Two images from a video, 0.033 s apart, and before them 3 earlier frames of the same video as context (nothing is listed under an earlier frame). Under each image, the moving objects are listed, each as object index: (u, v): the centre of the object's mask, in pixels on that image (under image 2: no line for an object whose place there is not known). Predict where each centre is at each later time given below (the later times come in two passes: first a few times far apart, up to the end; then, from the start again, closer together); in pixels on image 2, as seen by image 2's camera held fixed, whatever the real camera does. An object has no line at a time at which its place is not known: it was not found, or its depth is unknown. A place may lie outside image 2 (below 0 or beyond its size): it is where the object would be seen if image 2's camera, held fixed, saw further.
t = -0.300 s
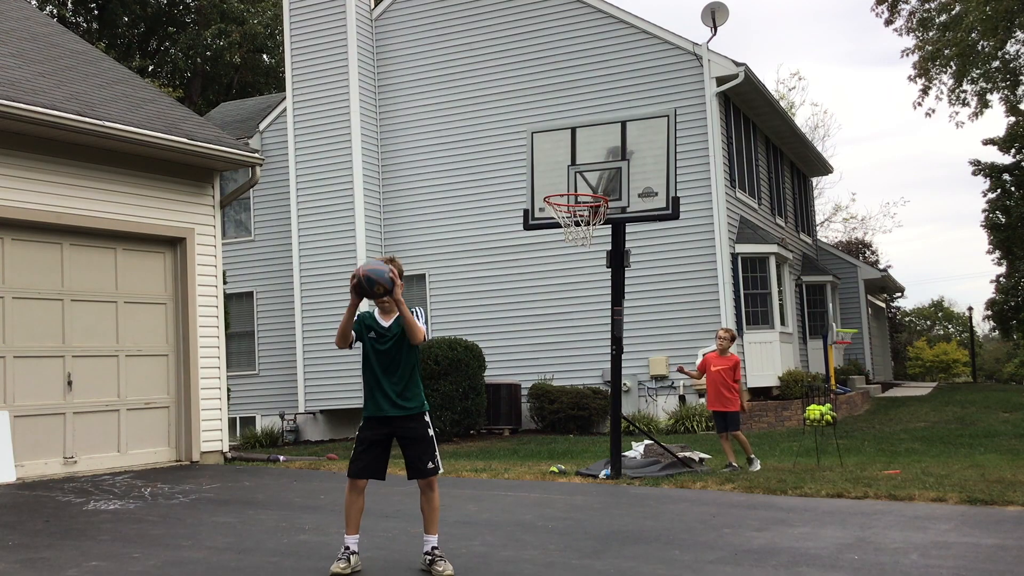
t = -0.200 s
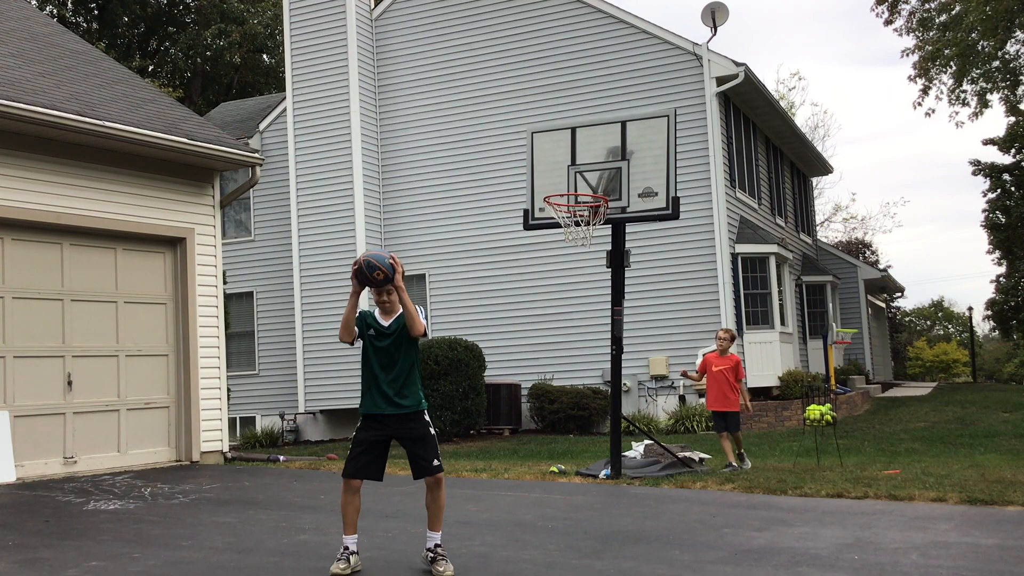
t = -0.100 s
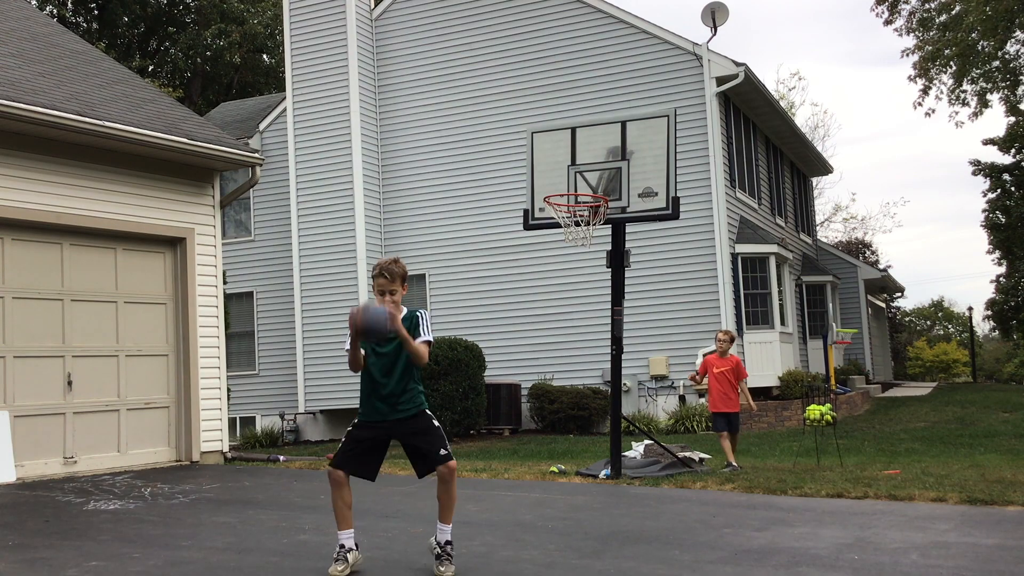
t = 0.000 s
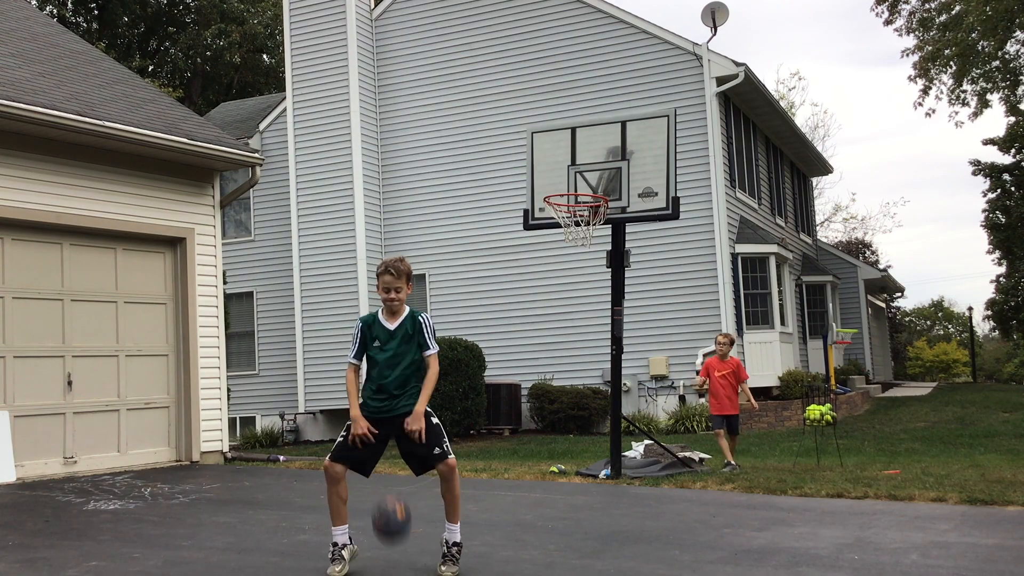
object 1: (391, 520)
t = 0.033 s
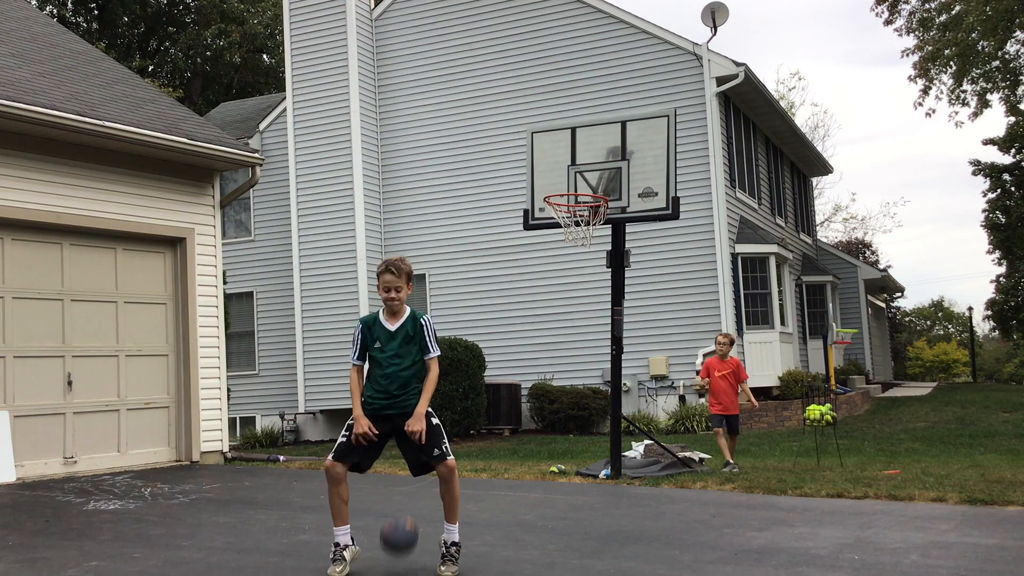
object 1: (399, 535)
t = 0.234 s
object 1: (432, 267)
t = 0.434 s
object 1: (461, 112)
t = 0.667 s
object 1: (495, 38)
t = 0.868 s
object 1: (523, 45)
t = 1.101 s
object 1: (554, 119)
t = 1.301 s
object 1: (581, 226)
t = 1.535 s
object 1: (587, 228)
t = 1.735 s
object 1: (584, 253)
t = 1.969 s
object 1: (583, 344)
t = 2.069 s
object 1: (584, 406)
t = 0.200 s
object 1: (427, 300)
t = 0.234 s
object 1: (432, 267)
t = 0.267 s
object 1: (436, 234)
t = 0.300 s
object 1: (441, 204)
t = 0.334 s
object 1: (446, 177)
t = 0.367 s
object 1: (451, 152)
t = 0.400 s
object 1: (456, 131)
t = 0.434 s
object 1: (461, 112)
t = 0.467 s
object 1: (466, 95)
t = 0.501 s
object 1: (471, 81)
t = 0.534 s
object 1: (476, 68)
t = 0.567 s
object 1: (480, 57)
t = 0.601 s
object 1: (485, 49)
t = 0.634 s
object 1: (490, 43)
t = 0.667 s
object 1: (495, 38)
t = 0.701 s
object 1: (499, 35)
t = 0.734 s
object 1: (504, 34)
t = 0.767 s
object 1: (508, 34)
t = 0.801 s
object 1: (513, 37)
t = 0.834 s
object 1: (518, 40)
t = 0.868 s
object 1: (523, 45)
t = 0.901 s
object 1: (527, 52)
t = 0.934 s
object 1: (532, 60)
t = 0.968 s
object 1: (536, 69)
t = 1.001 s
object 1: (541, 80)
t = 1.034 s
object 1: (545, 92)
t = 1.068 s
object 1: (549, 105)
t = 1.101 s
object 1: (554, 119)
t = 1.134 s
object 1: (559, 135)
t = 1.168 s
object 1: (563, 152)
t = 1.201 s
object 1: (568, 169)
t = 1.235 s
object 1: (572, 186)
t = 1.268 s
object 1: (578, 207)
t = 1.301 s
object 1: (581, 226)
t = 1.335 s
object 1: (583, 229)
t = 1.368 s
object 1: (583, 227)
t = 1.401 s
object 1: (584, 223)
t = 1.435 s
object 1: (585, 223)
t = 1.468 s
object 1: (586, 224)
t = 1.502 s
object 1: (587, 226)
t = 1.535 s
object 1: (587, 228)
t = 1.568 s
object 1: (587, 231)
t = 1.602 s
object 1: (586, 234)
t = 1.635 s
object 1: (585, 237)
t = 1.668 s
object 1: (585, 241)
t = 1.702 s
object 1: (584, 247)
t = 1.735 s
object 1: (584, 253)
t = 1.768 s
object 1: (584, 261)
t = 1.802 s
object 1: (583, 271)
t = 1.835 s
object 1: (583, 283)
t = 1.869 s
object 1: (583, 295)
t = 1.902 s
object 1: (583, 310)
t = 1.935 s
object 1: (583, 326)
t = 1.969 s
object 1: (583, 344)
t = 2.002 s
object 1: (583, 363)
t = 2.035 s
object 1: (583, 384)
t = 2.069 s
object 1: (584, 406)
